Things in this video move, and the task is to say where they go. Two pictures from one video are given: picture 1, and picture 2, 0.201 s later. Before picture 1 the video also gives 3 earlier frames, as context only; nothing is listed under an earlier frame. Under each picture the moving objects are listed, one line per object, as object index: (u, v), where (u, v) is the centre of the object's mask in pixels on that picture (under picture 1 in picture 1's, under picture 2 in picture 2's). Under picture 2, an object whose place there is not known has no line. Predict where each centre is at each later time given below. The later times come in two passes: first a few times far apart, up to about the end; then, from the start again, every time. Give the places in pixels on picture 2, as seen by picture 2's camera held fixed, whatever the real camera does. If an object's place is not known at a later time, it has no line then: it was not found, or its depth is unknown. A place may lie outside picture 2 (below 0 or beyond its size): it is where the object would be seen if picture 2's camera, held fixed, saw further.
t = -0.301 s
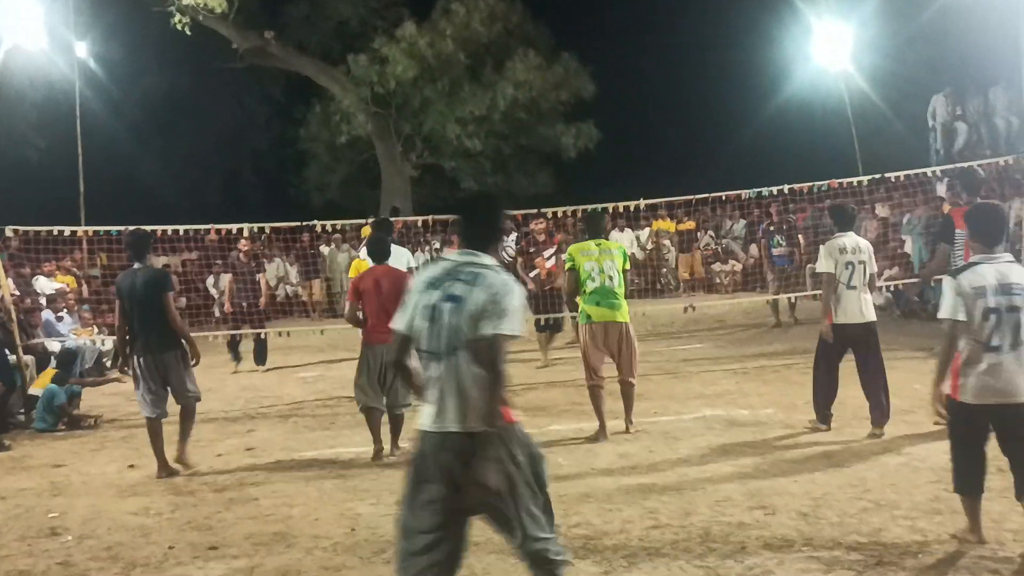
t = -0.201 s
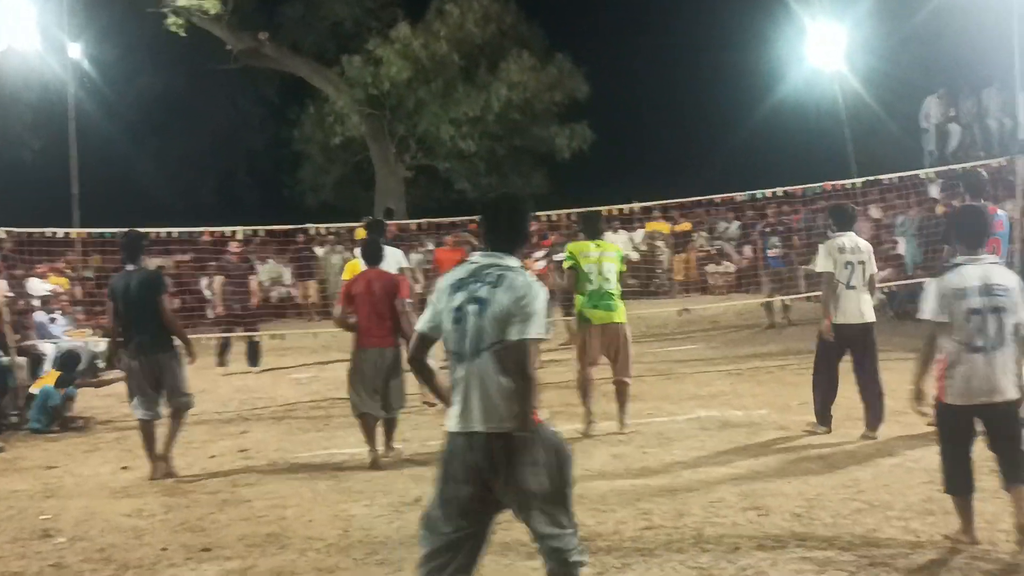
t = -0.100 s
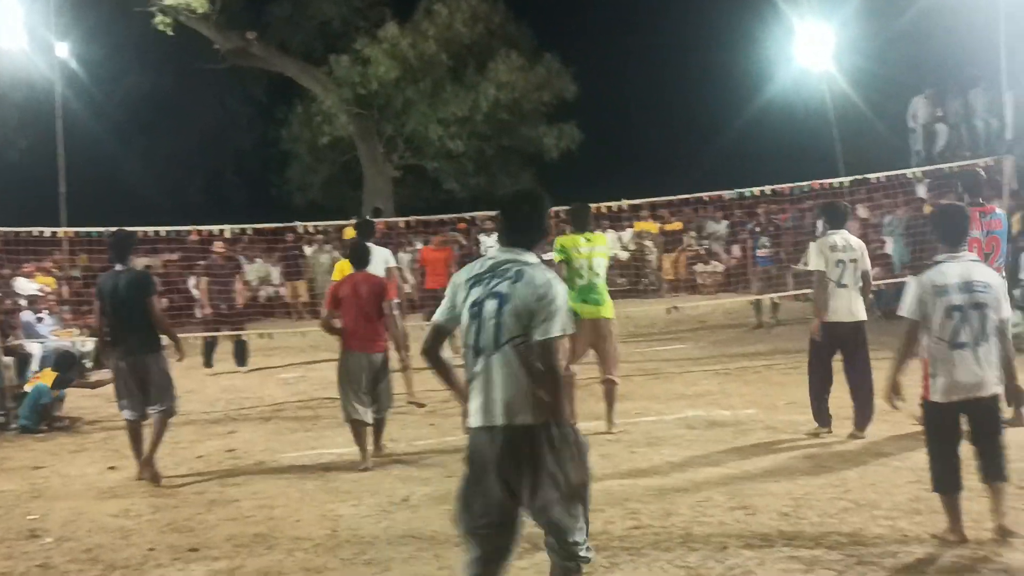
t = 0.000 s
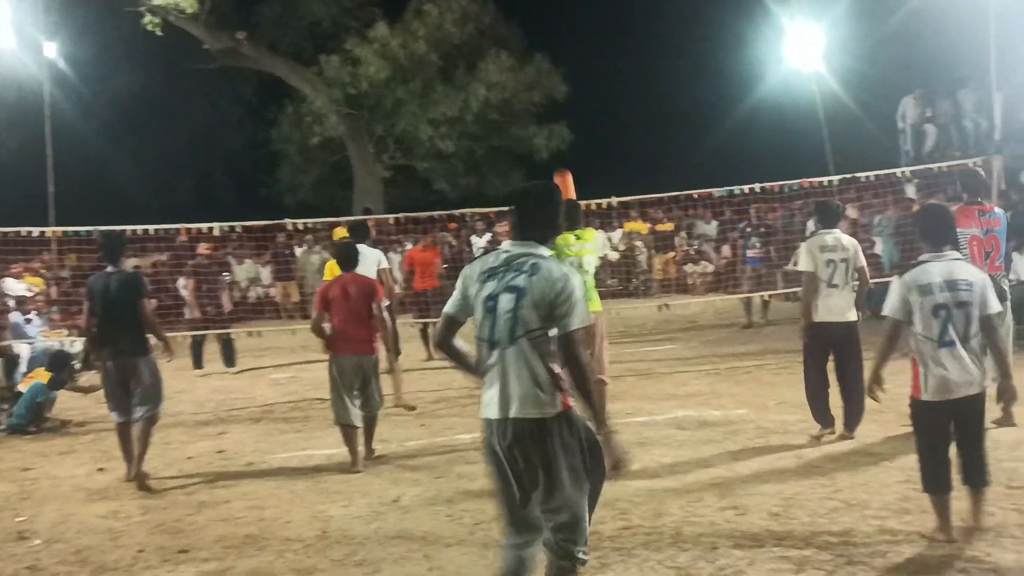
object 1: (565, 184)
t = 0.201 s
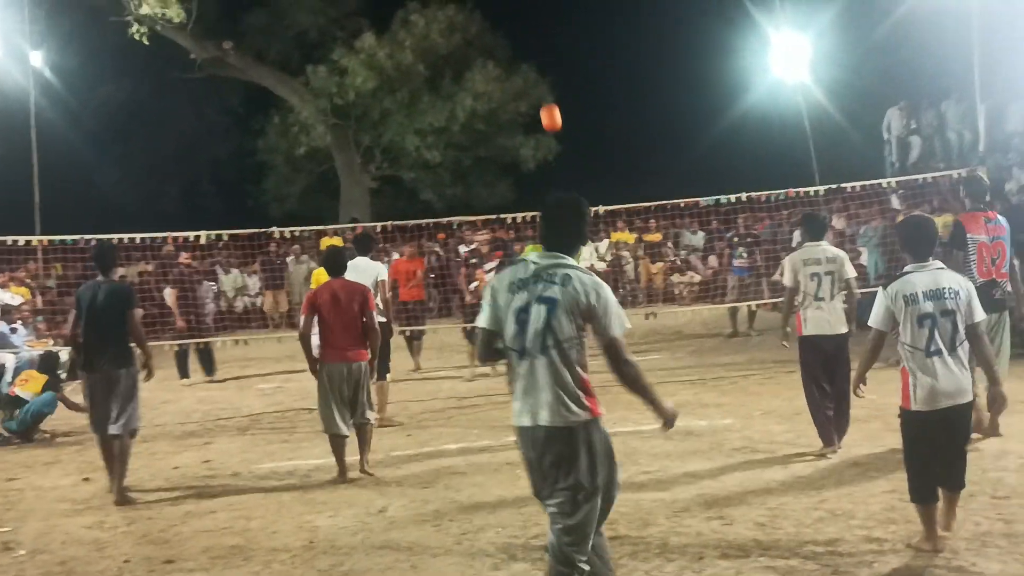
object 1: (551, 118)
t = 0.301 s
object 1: (550, 95)
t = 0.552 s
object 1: (554, 94)
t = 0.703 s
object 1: (560, 130)
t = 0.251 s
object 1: (551, 105)
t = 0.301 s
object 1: (550, 95)
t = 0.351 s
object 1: (549, 88)
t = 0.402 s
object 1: (549, 84)
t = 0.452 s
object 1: (550, 84)
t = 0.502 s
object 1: (551, 88)
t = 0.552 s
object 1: (554, 94)
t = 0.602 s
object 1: (556, 102)
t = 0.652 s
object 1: (557, 115)
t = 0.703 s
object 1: (560, 130)
